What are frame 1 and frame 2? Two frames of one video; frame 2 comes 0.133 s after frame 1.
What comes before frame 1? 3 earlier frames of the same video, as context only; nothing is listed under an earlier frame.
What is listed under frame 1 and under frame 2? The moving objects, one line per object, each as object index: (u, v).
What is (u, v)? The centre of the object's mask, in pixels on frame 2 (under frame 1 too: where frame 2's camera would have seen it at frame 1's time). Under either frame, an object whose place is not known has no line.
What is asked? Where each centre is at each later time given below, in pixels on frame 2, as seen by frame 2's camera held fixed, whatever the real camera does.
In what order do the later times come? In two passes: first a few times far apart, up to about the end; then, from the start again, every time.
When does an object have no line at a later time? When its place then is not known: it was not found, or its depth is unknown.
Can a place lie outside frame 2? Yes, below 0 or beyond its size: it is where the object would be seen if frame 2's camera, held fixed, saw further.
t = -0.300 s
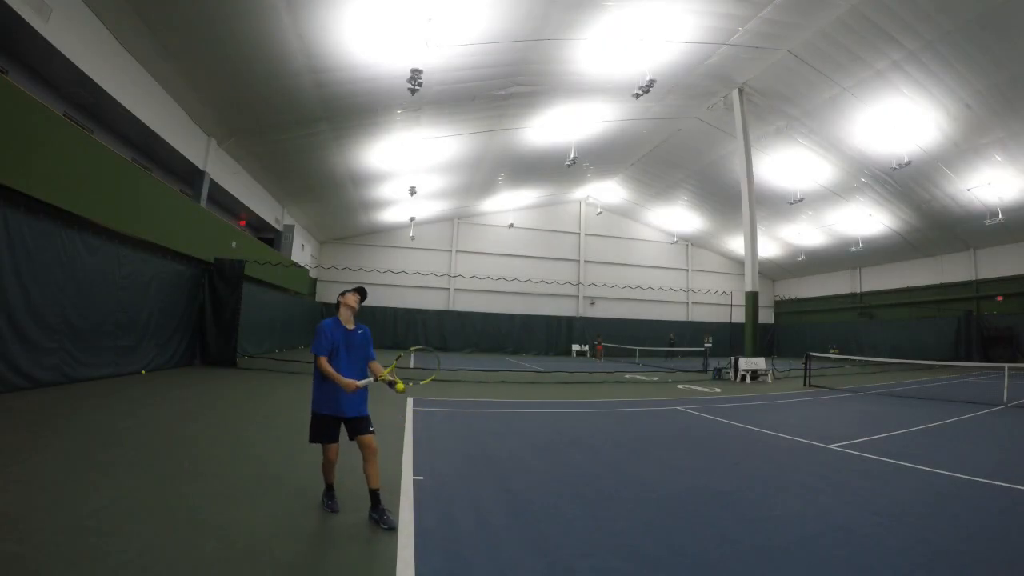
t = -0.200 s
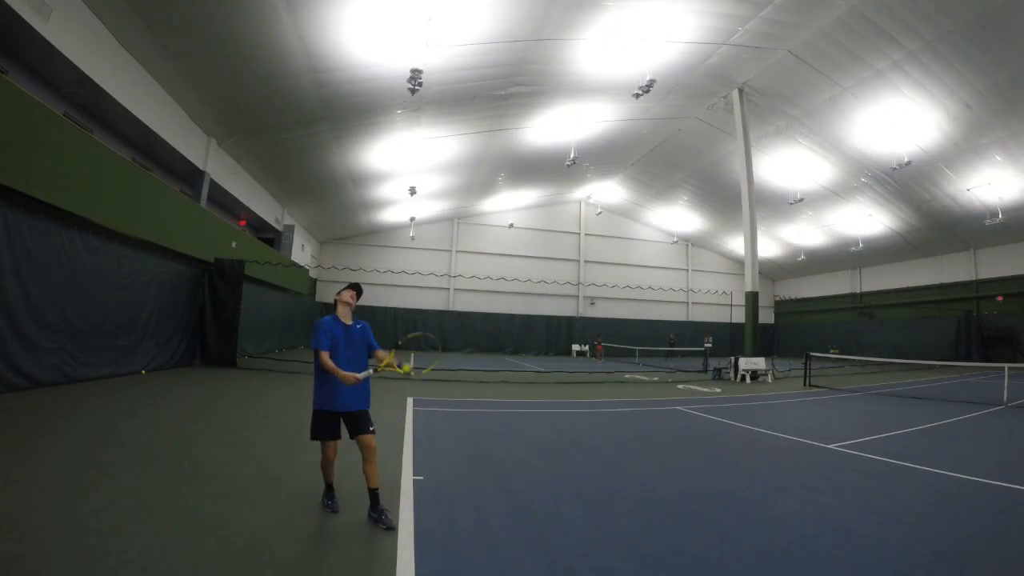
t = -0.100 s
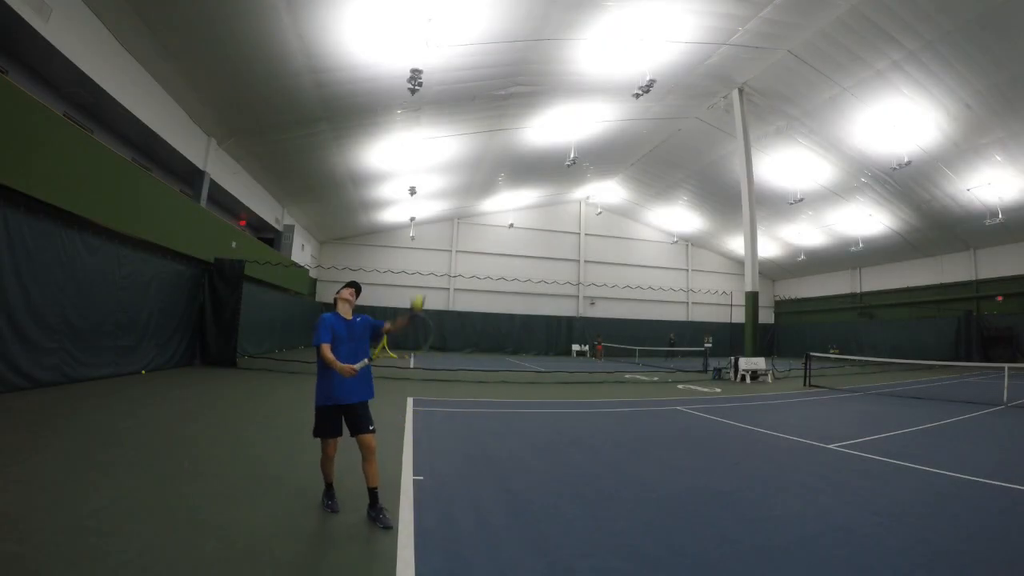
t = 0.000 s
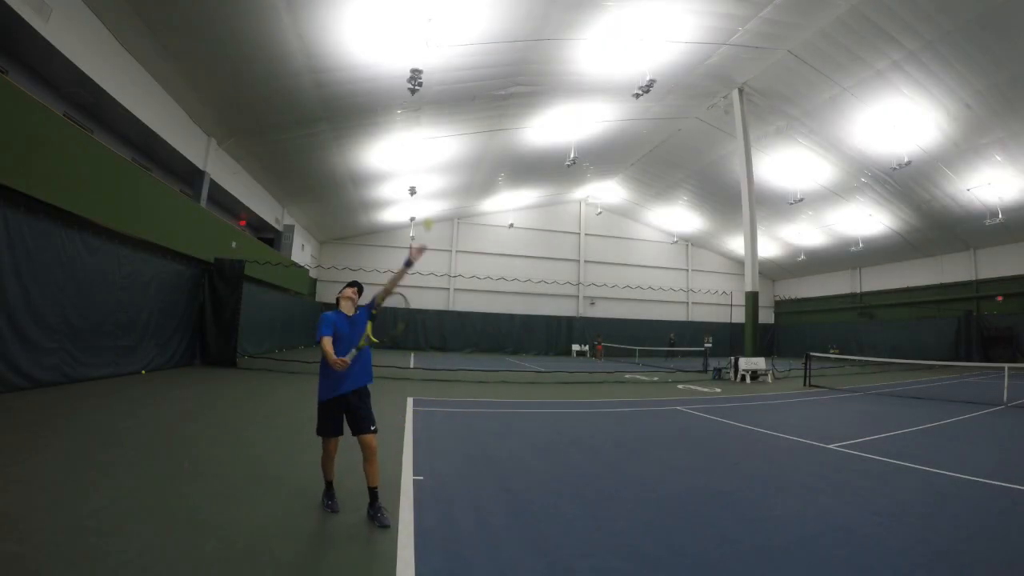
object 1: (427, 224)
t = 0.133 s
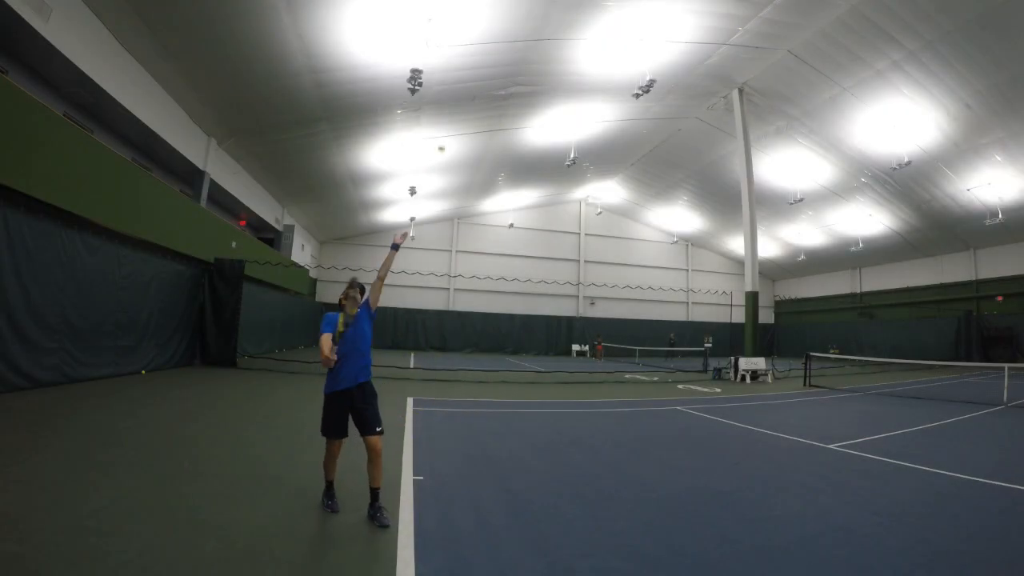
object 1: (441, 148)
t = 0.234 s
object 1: (451, 108)
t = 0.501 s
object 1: (465, 70)
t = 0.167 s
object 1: (444, 133)
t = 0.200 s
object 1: (447, 121)
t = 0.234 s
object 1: (451, 108)
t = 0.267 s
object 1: (452, 100)
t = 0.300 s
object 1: (454, 92)
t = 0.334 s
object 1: (456, 86)
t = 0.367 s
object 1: (458, 80)
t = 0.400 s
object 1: (460, 76)
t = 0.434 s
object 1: (462, 73)
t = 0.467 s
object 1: (464, 71)
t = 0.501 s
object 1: (465, 70)
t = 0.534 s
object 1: (467, 70)
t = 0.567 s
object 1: (468, 72)
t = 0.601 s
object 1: (469, 74)
